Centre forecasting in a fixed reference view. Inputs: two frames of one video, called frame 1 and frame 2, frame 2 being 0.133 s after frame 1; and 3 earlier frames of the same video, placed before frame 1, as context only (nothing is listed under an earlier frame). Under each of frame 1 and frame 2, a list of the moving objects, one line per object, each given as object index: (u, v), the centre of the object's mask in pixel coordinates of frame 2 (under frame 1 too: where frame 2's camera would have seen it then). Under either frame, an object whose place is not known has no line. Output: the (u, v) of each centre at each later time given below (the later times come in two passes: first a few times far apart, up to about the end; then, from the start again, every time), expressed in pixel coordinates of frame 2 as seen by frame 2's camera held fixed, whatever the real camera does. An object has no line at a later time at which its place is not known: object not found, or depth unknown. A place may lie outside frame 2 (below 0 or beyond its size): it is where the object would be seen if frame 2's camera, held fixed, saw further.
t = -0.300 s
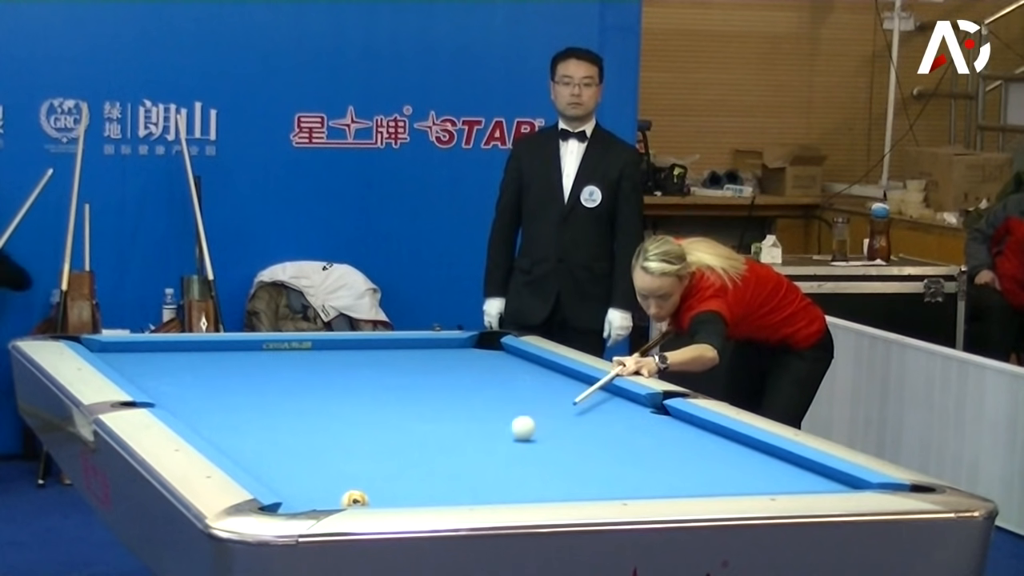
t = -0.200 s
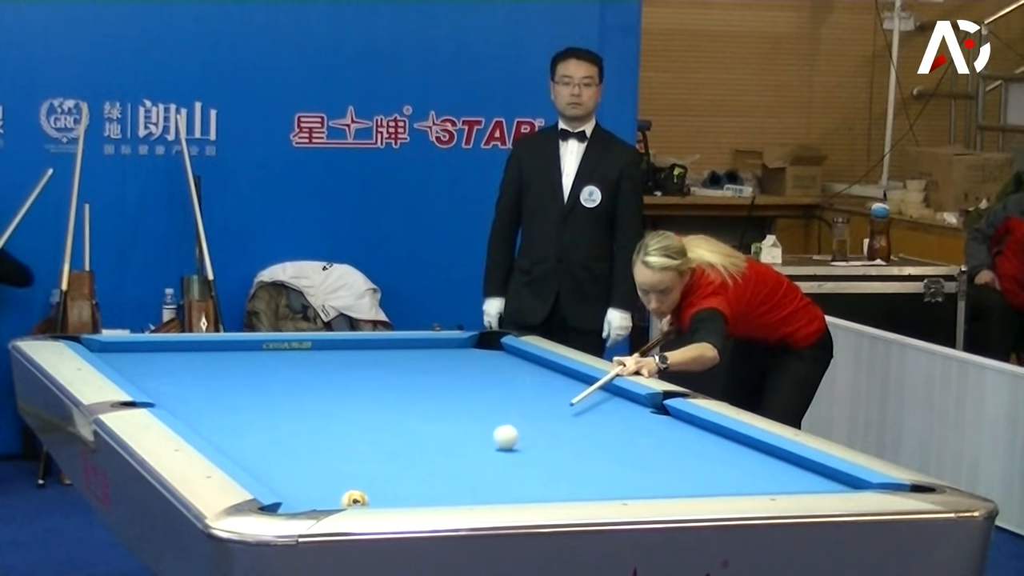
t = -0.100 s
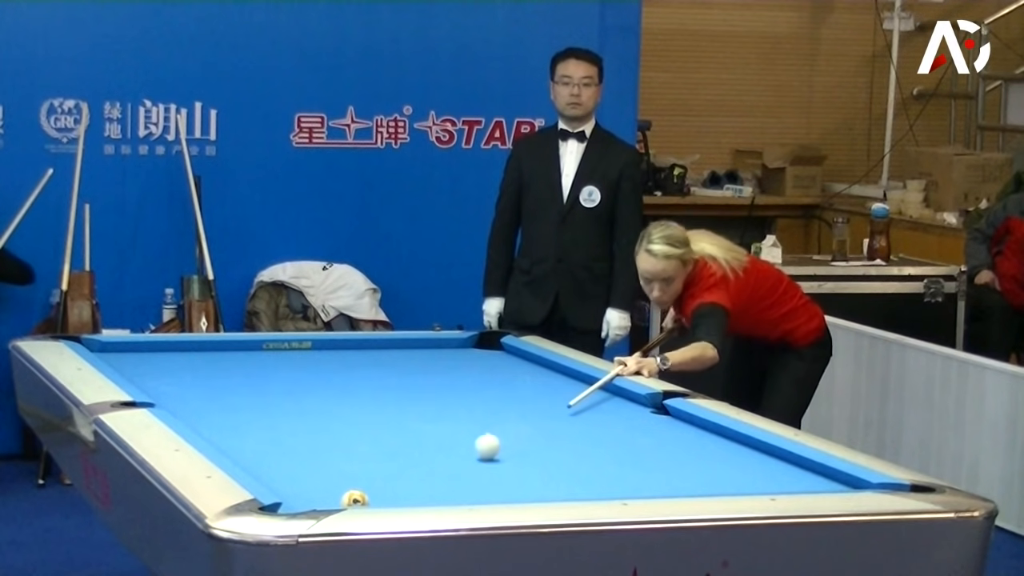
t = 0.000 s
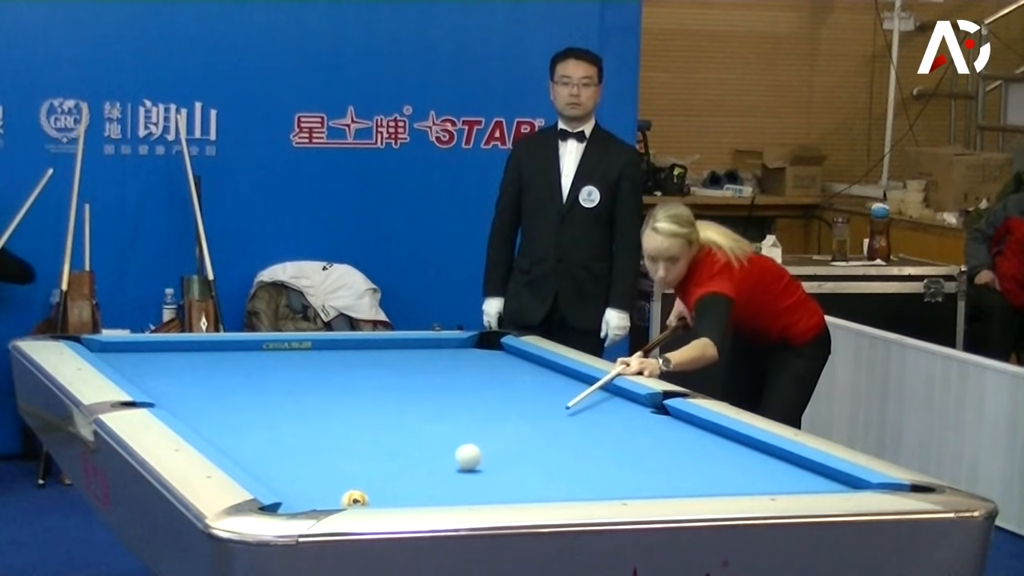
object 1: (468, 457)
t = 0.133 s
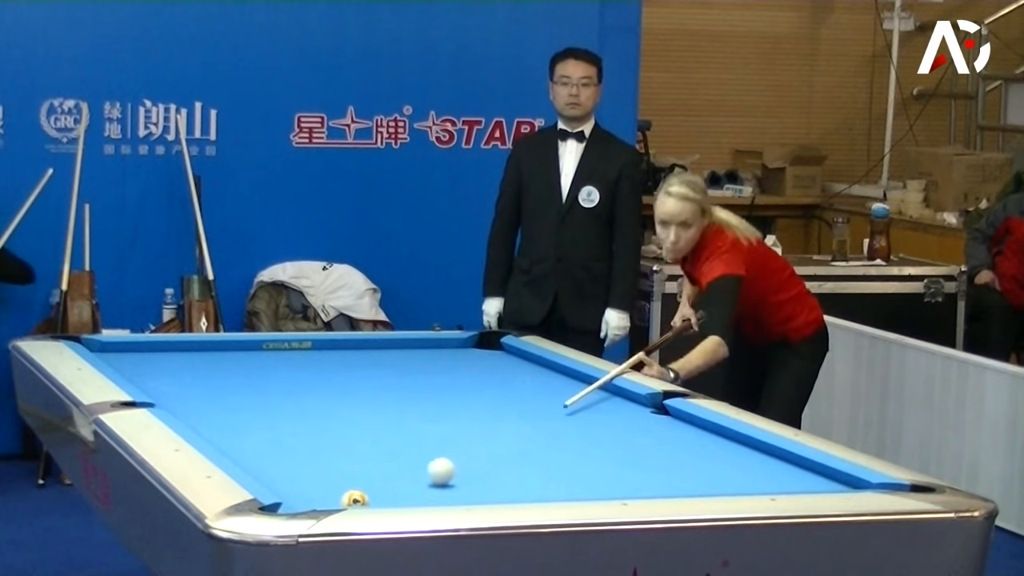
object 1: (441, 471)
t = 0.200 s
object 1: (427, 479)
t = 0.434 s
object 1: (387, 499)
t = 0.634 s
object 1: (384, 494)
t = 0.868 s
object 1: (374, 486)
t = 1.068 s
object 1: (366, 478)
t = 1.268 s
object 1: (359, 470)
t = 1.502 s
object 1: (351, 462)
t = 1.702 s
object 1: (345, 455)
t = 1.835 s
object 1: (342, 451)
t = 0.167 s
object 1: (434, 475)
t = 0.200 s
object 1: (427, 479)
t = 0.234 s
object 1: (419, 483)
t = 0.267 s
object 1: (412, 487)
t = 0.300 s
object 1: (405, 490)
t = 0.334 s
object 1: (397, 492)
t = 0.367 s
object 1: (389, 495)
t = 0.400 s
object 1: (383, 497)
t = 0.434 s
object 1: (387, 499)
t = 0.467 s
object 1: (389, 499)
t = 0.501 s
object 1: (389, 498)
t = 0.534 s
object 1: (388, 497)
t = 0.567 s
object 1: (387, 496)
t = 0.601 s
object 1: (386, 495)
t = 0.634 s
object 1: (384, 494)
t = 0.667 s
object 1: (383, 493)
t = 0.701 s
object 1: (381, 492)
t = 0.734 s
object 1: (379, 491)
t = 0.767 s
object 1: (378, 490)
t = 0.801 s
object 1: (377, 489)
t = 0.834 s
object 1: (375, 488)
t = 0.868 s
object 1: (374, 486)
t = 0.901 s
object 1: (373, 485)
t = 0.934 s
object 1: (371, 483)
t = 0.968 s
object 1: (370, 482)
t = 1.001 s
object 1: (369, 481)
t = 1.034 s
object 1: (367, 479)
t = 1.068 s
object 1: (366, 478)
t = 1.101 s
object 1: (365, 476)
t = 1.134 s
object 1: (364, 475)
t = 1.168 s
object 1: (363, 474)
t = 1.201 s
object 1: (362, 473)
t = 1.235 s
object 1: (360, 471)
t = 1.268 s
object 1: (359, 470)
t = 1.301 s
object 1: (358, 469)
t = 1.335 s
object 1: (357, 467)
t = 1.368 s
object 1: (356, 466)
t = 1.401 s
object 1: (355, 465)
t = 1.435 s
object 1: (354, 464)
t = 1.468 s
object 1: (352, 463)
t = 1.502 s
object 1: (351, 462)
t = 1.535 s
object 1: (350, 460)
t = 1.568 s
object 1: (349, 459)
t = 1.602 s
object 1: (348, 458)
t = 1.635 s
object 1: (348, 457)
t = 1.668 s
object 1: (347, 456)
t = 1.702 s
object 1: (345, 455)
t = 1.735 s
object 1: (344, 454)
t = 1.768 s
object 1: (344, 453)
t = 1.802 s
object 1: (343, 452)
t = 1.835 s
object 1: (342, 451)
